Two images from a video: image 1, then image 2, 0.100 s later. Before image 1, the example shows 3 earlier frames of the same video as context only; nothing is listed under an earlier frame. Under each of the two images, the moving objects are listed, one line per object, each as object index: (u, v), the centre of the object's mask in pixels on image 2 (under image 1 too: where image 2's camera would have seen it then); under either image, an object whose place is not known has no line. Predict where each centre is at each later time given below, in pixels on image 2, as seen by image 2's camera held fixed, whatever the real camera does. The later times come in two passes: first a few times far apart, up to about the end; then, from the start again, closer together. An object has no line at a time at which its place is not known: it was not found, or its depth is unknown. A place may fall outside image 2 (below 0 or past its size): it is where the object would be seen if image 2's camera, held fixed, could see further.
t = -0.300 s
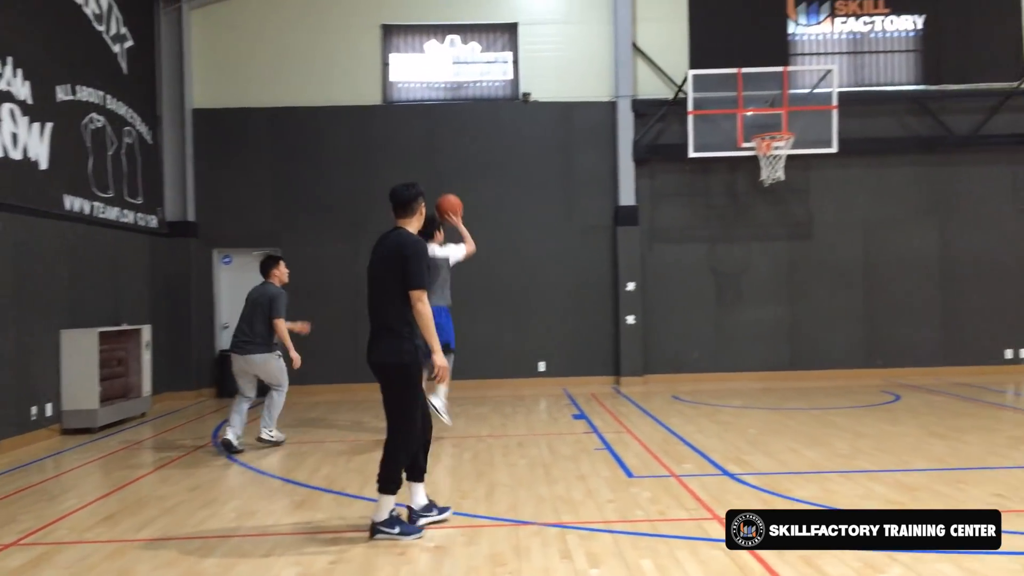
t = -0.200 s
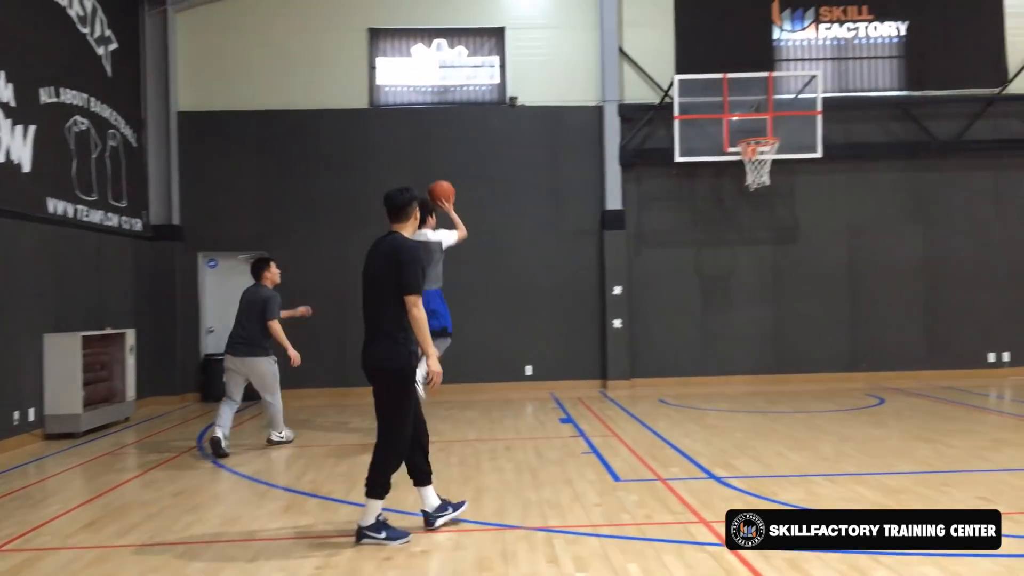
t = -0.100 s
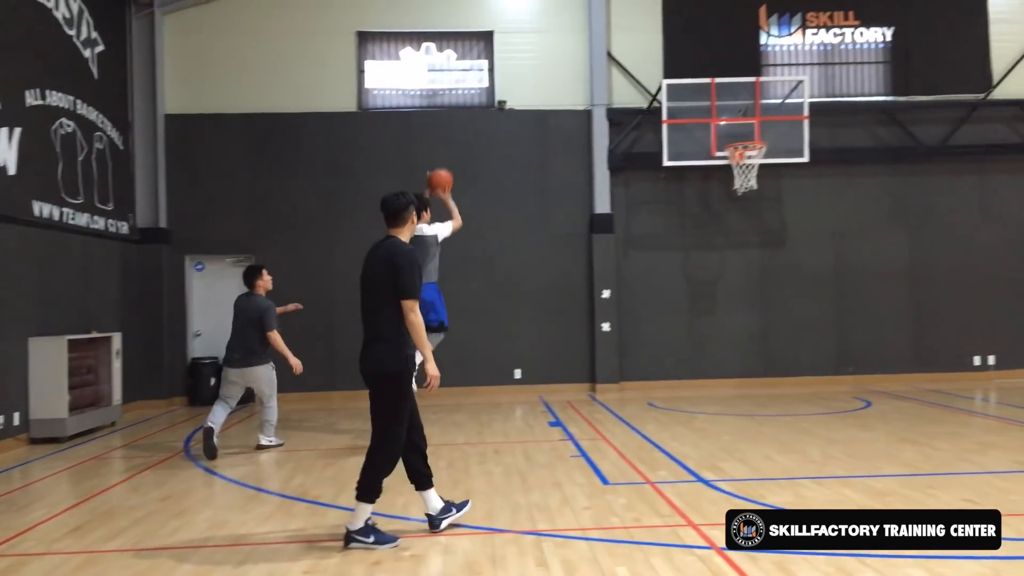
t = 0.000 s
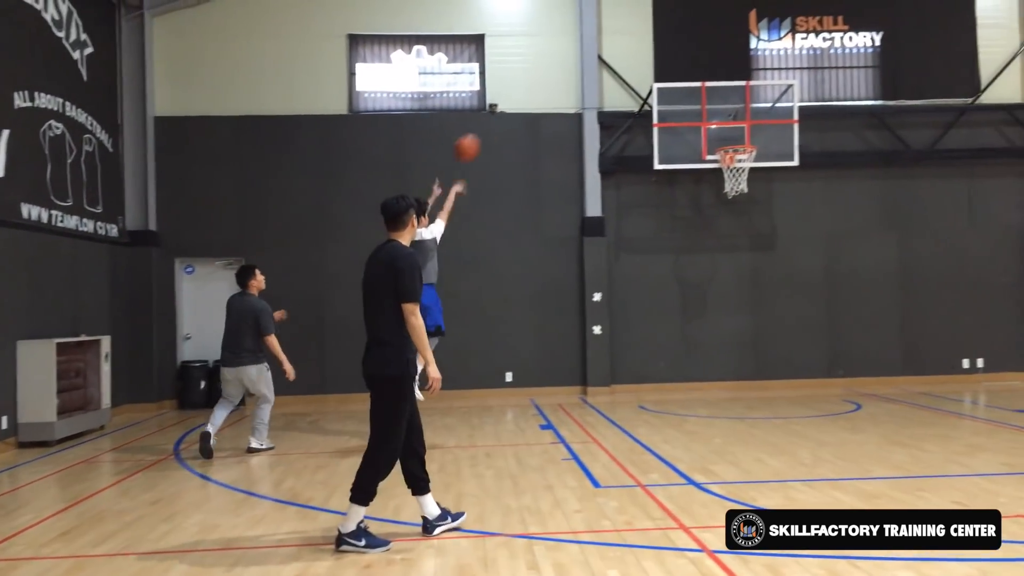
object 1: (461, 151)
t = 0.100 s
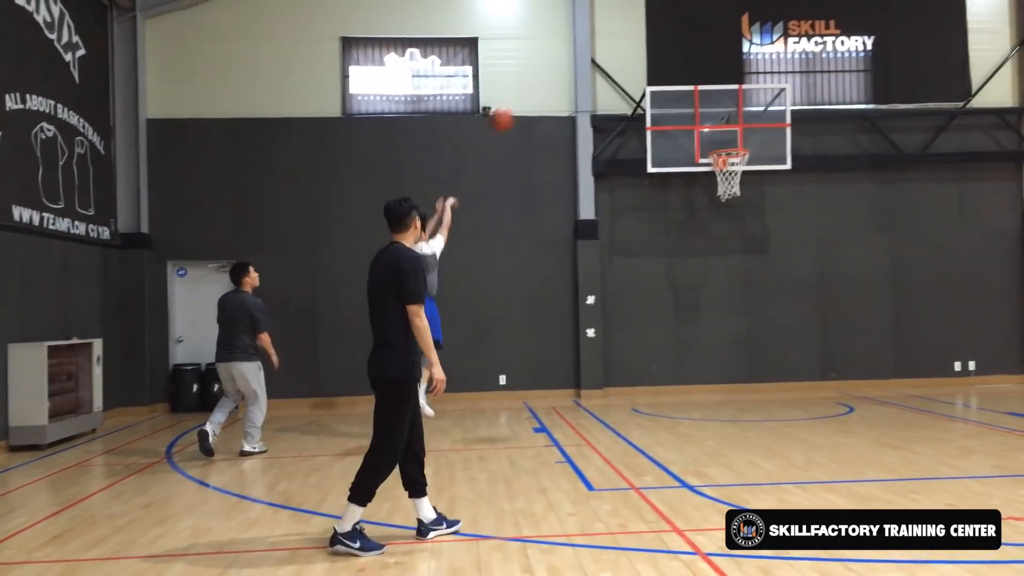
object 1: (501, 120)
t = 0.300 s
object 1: (576, 89)
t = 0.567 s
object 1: (663, 103)
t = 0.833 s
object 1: (733, 147)
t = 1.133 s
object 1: (713, 177)
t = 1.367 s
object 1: (727, 205)
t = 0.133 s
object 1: (514, 111)
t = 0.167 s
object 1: (527, 105)
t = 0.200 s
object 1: (540, 99)
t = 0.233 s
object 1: (552, 95)
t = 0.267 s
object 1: (564, 91)
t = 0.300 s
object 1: (576, 89)
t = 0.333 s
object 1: (587, 88)
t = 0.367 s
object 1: (598, 87)
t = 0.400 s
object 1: (610, 88)
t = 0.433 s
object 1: (621, 89)
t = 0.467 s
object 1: (632, 91)
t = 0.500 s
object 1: (642, 94)
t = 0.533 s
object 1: (653, 99)
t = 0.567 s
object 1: (663, 103)
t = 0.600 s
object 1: (672, 108)
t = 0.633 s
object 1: (683, 116)
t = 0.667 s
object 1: (692, 122)
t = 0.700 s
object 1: (703, 132)
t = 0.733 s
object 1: (709, 141)
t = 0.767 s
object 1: (719, 143)
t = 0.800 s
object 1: (726, 146)
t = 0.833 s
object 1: (733, 147)
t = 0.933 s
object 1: (725, 161)
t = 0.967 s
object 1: (719, 163)
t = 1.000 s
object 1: (716, 164)
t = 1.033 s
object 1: (715, 165)
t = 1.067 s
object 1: (715, 166)
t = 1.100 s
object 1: (713, 176)
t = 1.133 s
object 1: (713, 177)
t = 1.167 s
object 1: (715, 183)
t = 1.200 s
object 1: (717, 185)
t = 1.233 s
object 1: (717, 188)
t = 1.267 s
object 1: (720, 191)
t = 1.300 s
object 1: (723, 194)
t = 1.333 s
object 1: (725, 199)
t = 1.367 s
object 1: (727, 205)
